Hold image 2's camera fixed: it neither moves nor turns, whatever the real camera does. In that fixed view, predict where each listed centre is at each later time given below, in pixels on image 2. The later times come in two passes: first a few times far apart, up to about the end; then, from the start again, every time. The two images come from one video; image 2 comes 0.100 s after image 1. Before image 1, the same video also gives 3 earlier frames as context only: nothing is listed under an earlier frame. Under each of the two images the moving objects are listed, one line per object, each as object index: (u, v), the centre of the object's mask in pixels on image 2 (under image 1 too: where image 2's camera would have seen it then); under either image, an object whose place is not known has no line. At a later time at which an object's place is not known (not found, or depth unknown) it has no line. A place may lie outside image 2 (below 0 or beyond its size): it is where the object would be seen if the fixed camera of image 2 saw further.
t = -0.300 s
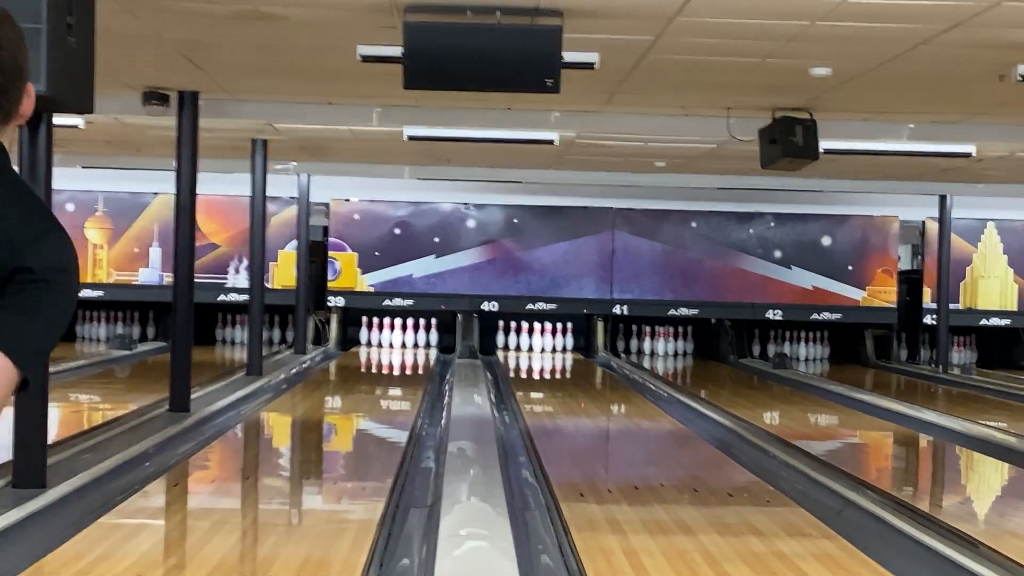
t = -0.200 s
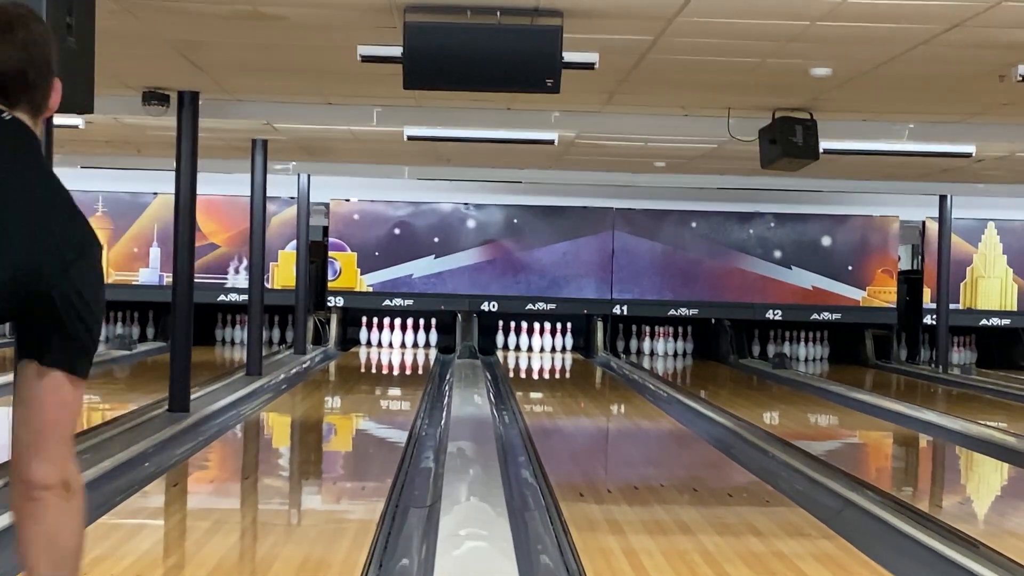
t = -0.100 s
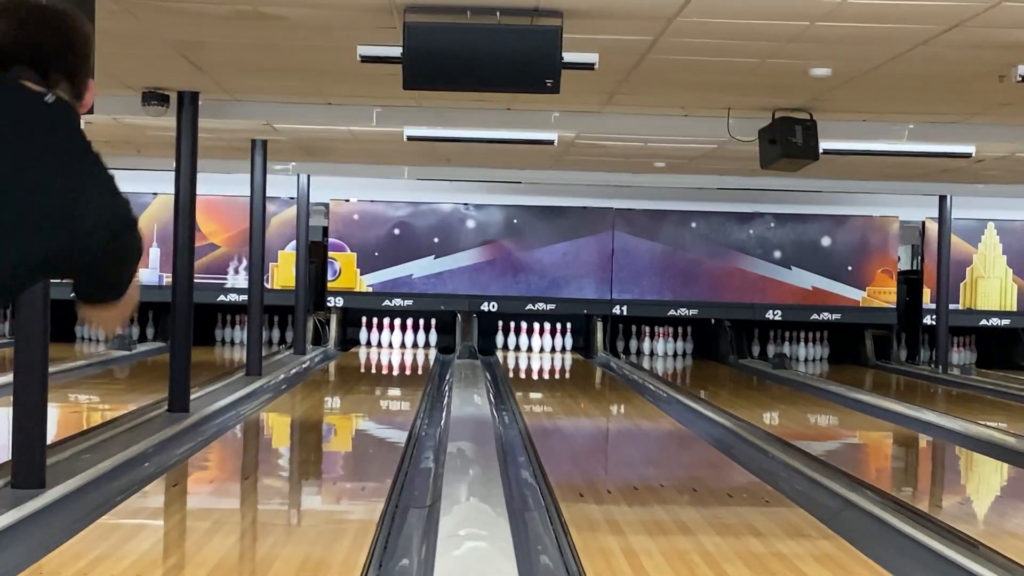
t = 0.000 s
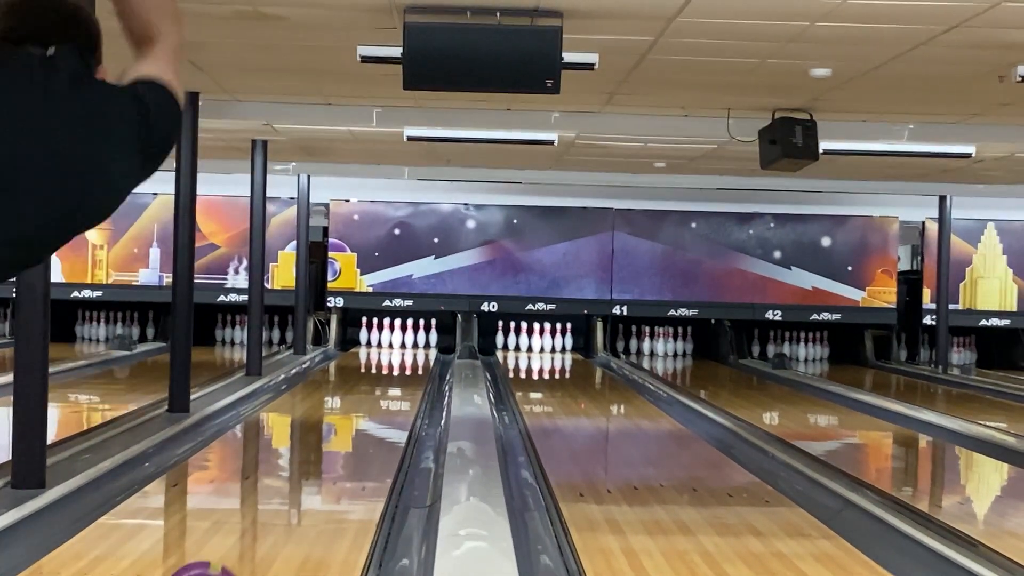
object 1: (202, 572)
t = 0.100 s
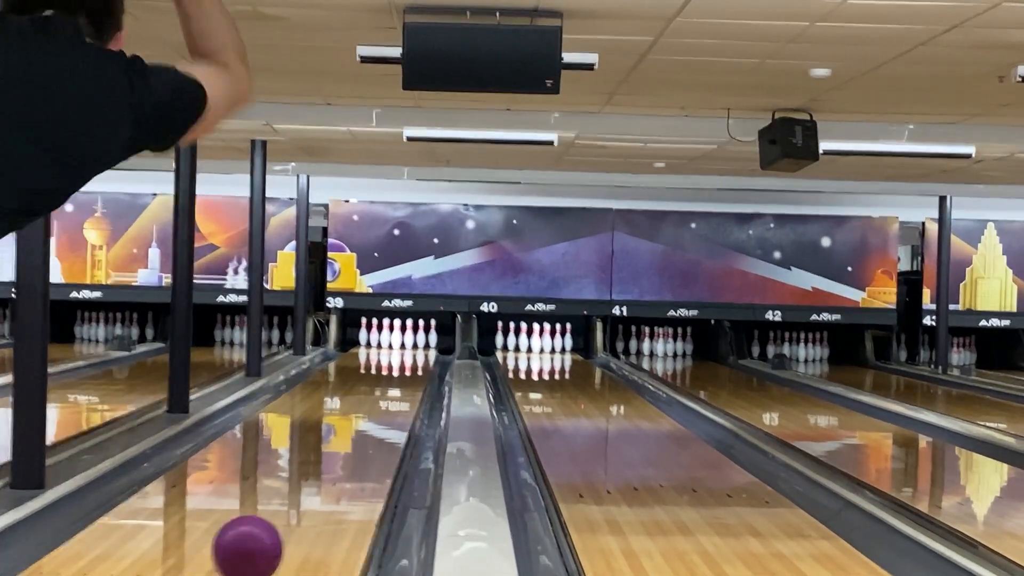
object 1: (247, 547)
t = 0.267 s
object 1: (298, 492)
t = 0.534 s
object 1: (344, 438)
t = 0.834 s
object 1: (372, 402)
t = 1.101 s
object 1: (387, 381)
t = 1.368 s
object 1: (397, 366)
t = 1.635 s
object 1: (402, 356)
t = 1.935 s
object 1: (401, 347)
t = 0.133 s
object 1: (259, 537)
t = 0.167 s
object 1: (271, 524)
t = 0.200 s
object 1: (281, 513)
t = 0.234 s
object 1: (290, 502)
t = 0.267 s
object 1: (298, 492)
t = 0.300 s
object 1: (305, 482)
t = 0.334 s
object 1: (312, 474)
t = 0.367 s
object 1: (319, 467)
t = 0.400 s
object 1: (325, 460)
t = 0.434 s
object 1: (330, 454)
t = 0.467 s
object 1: (335, 448)
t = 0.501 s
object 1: (340, 443)
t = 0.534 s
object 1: (344, 438)
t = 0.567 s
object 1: (348, 433)
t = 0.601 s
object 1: (352, 428)
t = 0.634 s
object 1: (355, 423)
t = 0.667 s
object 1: (359, 419)
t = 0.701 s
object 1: (362, 416)
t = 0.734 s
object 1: (364, 412)
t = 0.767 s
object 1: (367, 408)
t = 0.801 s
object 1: (370, 405)
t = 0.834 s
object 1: (372, 402)
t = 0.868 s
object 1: (374, 399)
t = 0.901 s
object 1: (378, 395)
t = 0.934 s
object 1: (380, 392)
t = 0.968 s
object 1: (381, 389)
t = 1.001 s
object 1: (383, 387)
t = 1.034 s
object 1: (385, 385)
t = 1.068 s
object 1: (386, 383)
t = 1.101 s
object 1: (387, 381)
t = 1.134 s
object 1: (389, 378)
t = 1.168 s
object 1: (391, 376)
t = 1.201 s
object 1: (392, 375)
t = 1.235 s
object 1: (393, 373)
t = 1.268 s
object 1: (394, 372)
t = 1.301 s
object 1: (395, 370)
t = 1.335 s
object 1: (396, 368)
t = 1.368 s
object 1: (397, 366)
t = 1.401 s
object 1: (398, 365)
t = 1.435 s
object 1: (398, 364)
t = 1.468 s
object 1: (399, 363)
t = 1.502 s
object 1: (400, 361)
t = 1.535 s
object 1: (401, 360)
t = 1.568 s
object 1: (401, 358)
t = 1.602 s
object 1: (402, 357)
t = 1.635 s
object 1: (402, 356)
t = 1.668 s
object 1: (402, 355)
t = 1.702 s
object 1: (403, 354)
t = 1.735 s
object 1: (403, 353)
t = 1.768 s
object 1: (403, 352)
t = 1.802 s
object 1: (403, 351)
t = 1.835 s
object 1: (402, 350)
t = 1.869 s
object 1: (402, 349)
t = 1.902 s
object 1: (402, 348)
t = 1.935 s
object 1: (401, 347)
